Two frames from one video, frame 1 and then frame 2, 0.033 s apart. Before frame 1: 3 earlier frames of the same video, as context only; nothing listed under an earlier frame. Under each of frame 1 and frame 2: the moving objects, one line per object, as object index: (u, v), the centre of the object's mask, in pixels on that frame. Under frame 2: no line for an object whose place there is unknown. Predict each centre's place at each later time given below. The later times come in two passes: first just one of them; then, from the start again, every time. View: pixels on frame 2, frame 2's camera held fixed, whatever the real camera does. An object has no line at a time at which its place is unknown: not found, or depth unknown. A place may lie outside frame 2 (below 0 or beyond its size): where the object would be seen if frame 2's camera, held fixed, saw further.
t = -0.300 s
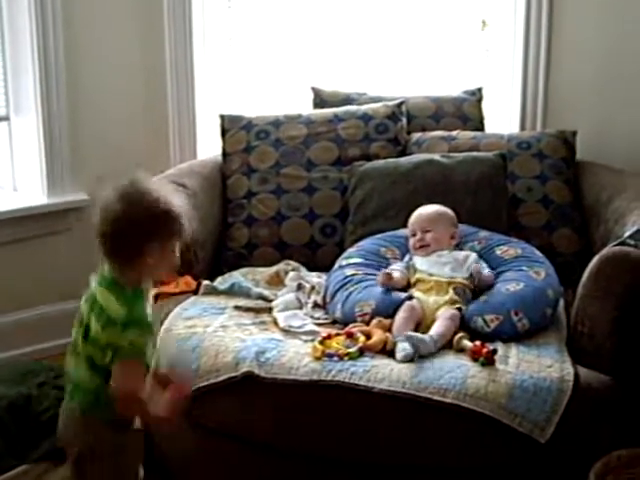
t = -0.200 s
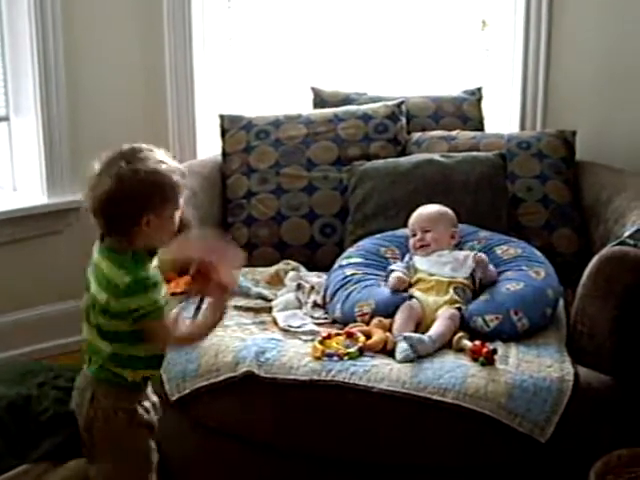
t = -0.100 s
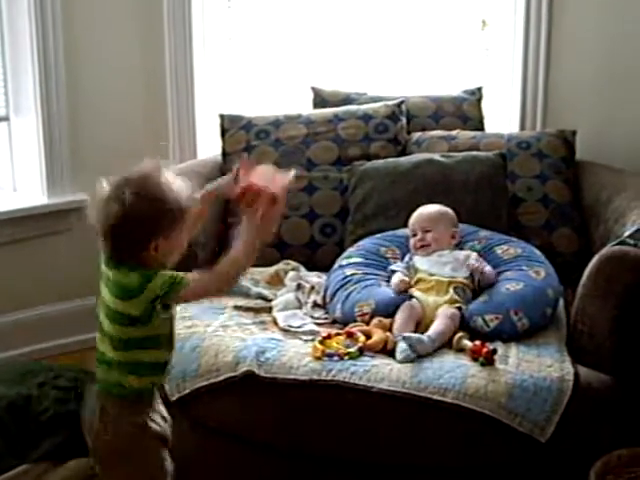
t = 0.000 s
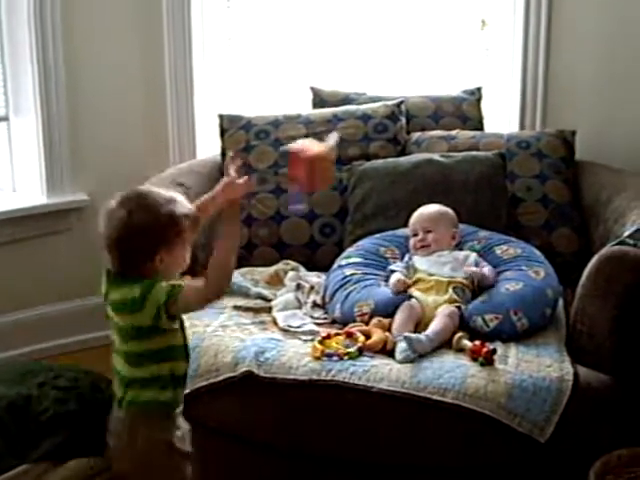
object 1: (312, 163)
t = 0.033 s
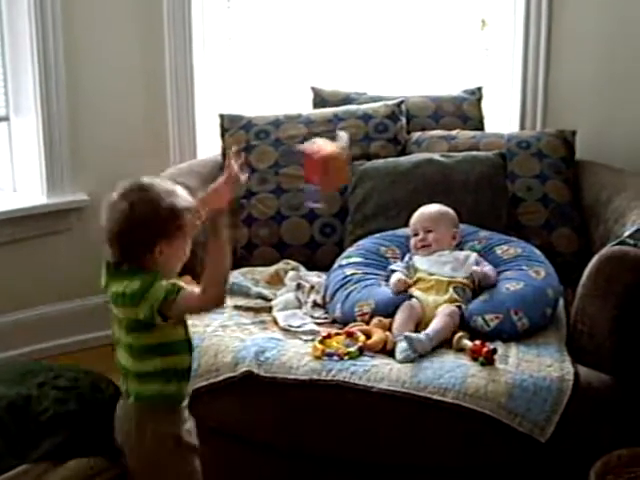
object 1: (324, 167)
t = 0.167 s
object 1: (377, 204)
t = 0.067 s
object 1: (337, 172)
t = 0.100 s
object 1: (351, 180)
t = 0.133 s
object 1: (365, 193)
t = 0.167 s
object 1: (377, 204)
